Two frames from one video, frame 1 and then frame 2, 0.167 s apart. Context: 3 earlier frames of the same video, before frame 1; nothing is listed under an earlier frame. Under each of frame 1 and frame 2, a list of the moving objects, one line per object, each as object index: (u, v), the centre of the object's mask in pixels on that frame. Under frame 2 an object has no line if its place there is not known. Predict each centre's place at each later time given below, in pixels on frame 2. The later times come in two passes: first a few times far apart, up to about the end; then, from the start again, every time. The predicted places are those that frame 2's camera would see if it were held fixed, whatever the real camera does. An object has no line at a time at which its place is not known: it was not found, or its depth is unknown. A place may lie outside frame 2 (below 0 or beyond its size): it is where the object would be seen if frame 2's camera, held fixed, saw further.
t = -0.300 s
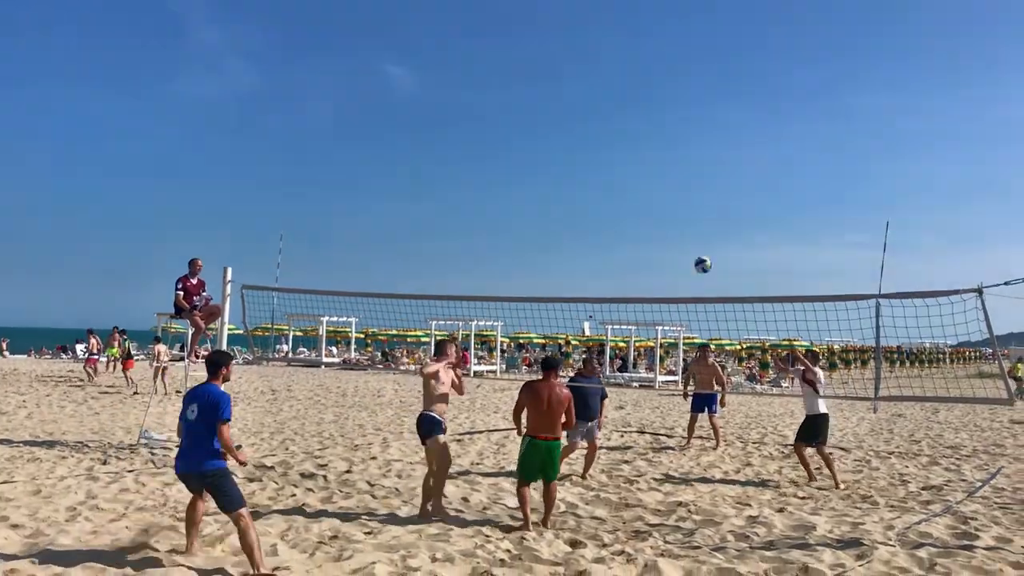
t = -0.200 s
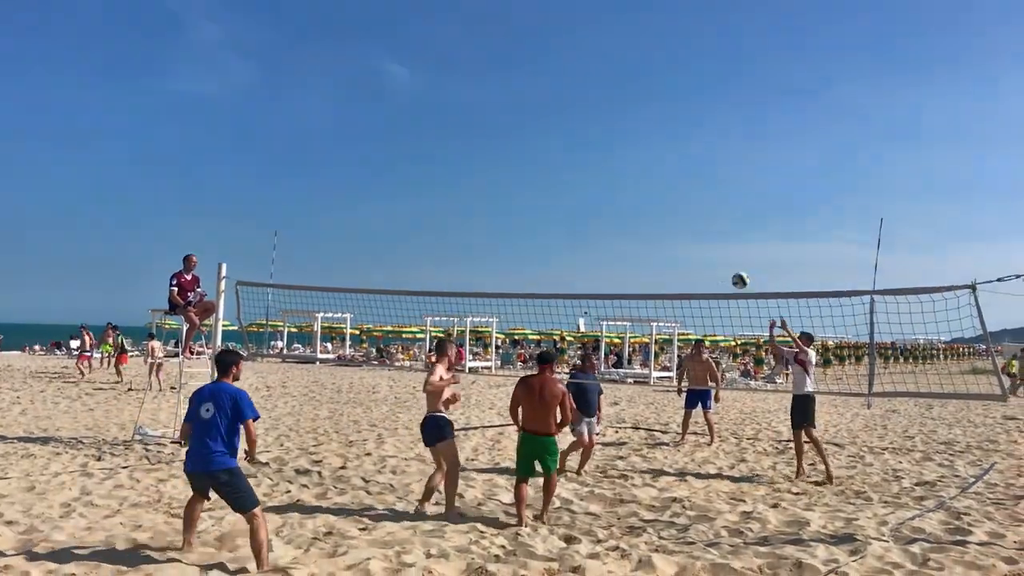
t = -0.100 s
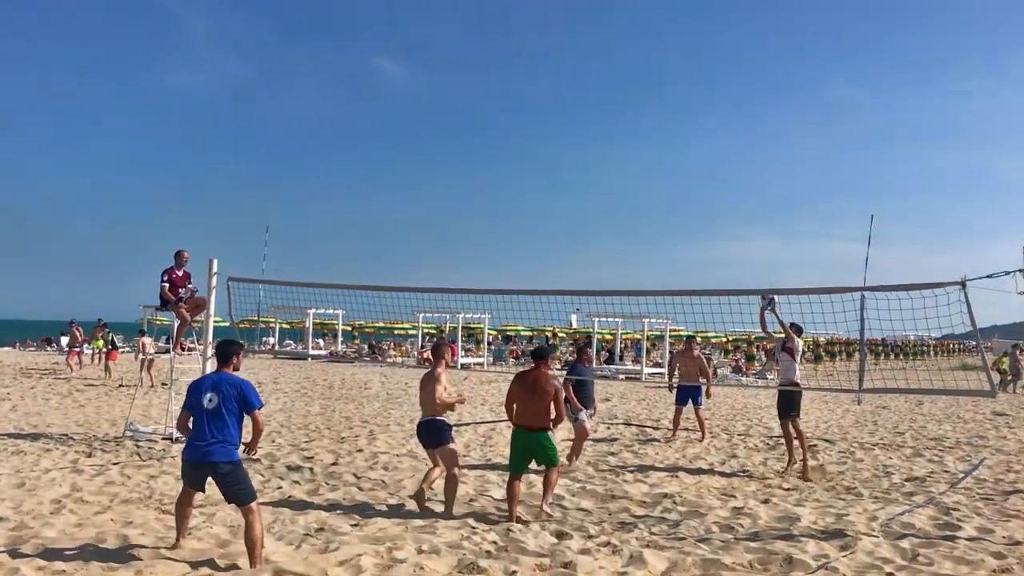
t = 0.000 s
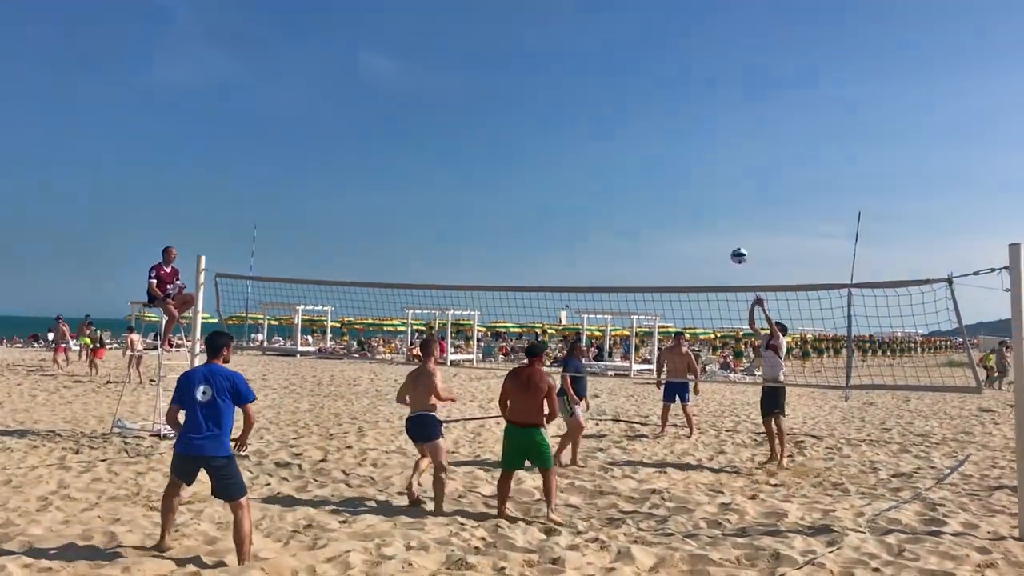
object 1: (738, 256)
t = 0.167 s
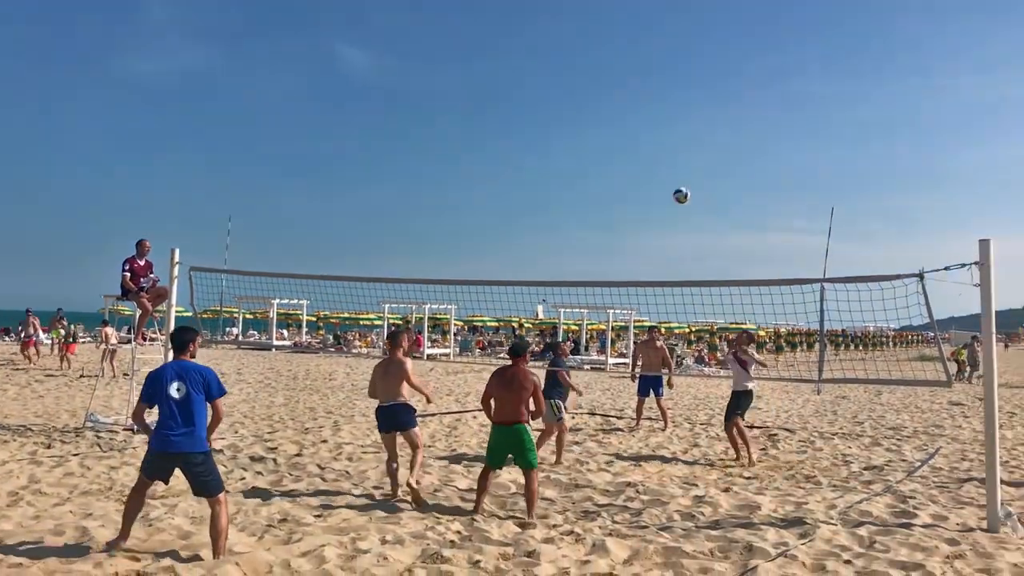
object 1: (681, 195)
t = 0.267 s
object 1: (659, 170)
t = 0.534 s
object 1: (604, 139)
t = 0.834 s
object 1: (549, 171)
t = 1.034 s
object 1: (513, 231)
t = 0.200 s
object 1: (675, 186)
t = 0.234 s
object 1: (663, 178)
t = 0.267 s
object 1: (659, 170)
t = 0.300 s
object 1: (651, 163)
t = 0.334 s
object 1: (644, 157)
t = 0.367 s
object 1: (637, 152)
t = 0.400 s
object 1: (631, 148)
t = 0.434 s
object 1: (624, 144)
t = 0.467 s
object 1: (618, 142)
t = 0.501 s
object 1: (611, 140)
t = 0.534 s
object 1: (604, 139)
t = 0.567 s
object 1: (598, 139)
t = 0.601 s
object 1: (592, 140)
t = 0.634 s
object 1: (586, 142)
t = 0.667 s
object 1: (580, 145)
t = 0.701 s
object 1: (574, 149)
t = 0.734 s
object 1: (567, 152)
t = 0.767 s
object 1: (562, 158)
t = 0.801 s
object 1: (555, 164)
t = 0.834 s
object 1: (549, 171)
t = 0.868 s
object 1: (543, 178)
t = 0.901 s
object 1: (537, 188)
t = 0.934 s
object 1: (531, 197)
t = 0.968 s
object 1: (525, 207)
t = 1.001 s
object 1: (519, 219)
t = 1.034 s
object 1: (513, 231)
